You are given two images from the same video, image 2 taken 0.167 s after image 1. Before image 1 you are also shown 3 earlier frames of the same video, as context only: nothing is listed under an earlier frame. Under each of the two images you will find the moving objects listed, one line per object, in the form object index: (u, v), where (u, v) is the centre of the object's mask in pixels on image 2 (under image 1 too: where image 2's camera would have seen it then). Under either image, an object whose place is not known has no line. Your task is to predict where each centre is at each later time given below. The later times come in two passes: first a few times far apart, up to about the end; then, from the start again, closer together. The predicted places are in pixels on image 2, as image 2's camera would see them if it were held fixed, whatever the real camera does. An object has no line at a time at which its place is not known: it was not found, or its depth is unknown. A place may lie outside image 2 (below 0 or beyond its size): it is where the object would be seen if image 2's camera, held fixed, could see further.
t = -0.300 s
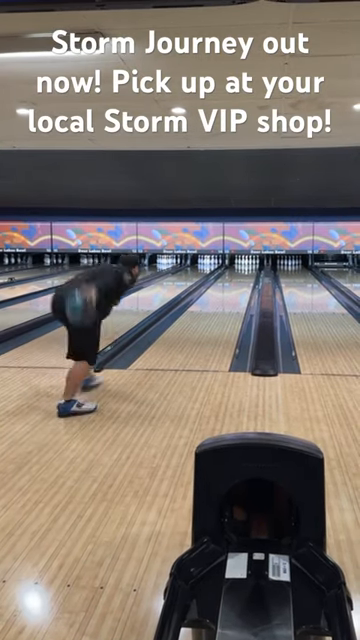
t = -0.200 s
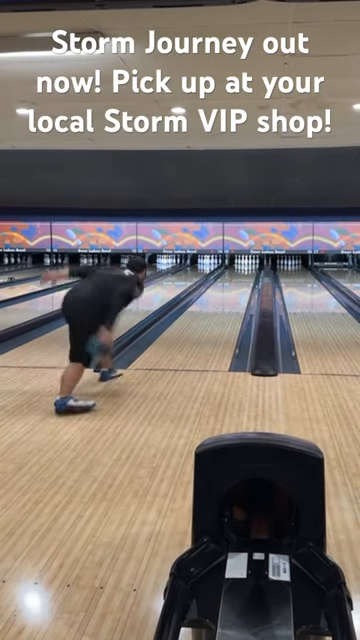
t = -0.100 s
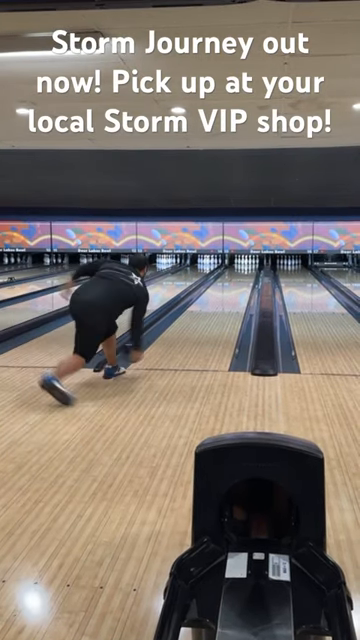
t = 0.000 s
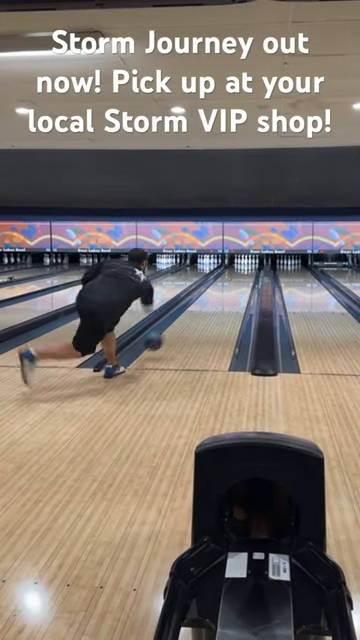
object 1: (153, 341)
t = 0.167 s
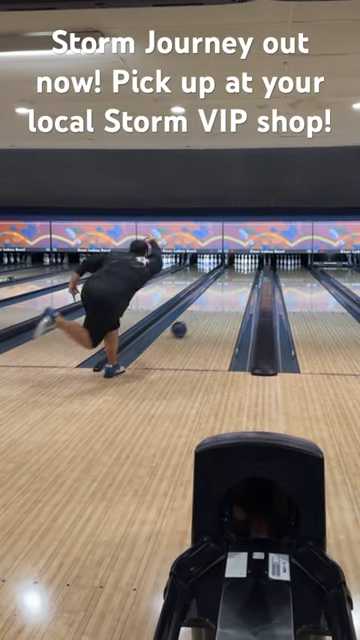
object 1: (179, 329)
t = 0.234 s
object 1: (190, 320)
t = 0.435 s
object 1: (207, 306)
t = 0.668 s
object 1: (222, 295)
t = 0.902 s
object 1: (232, 286)
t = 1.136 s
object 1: (240, 280)
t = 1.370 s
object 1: (246, 275)
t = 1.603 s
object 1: (249, 272)
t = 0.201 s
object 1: (183, 326)
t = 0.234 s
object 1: (190, 320)
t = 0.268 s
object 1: (193, 317)
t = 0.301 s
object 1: (197, 315)
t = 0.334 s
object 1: (199, 313)
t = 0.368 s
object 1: (202, 311)
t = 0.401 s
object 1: (205, 308)
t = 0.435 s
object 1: (207, 306)
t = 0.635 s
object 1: (220, 296)
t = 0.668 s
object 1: (222, 295)
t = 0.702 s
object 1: (224, 293)
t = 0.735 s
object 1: (225, 292)
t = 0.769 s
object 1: (227, 291)
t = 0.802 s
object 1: (229, 289)
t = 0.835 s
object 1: (230, 288)
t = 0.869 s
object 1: (231, 287)
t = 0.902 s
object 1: (232, 286)
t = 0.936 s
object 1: (234, 285)
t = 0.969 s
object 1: (235, 284)
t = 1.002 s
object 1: (236, 283)
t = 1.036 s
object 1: (237, 282)
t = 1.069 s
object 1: (238, 281)
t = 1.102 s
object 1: (238, 281)
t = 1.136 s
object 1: (240, 280)
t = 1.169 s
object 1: (241, 279)
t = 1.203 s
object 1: (241, 278)
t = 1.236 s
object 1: (241, 278)
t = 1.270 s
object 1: (243, 278)
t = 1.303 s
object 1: (245, 276)
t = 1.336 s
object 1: (245, 276)
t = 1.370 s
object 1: (246, 275)
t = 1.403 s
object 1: (247, 274)
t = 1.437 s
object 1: (247, 273)
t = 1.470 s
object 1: (247, 273)
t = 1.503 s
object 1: (247, 273)
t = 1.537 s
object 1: (248, 273)
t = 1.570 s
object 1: (249, 272)
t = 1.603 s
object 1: (249, 272)
